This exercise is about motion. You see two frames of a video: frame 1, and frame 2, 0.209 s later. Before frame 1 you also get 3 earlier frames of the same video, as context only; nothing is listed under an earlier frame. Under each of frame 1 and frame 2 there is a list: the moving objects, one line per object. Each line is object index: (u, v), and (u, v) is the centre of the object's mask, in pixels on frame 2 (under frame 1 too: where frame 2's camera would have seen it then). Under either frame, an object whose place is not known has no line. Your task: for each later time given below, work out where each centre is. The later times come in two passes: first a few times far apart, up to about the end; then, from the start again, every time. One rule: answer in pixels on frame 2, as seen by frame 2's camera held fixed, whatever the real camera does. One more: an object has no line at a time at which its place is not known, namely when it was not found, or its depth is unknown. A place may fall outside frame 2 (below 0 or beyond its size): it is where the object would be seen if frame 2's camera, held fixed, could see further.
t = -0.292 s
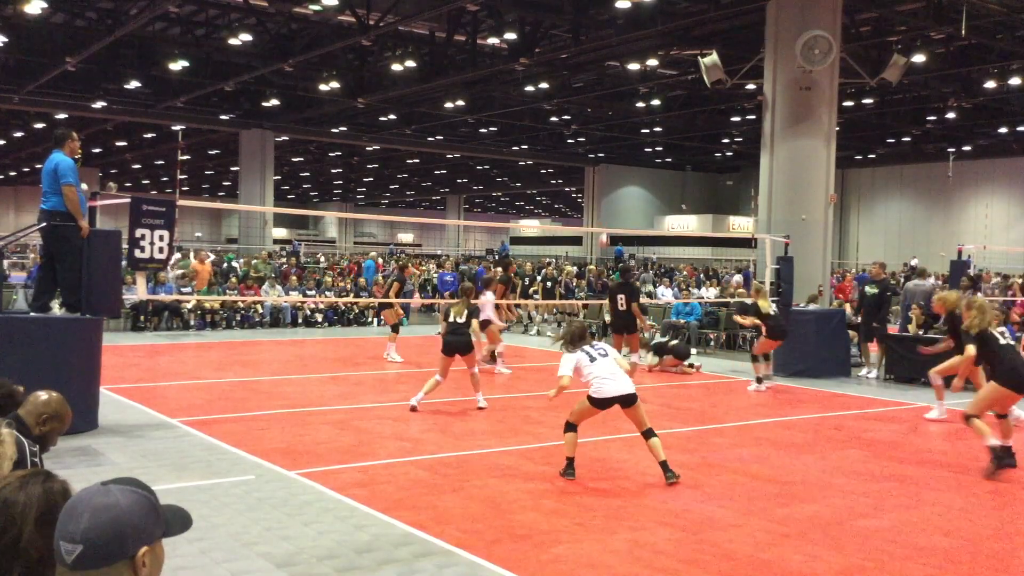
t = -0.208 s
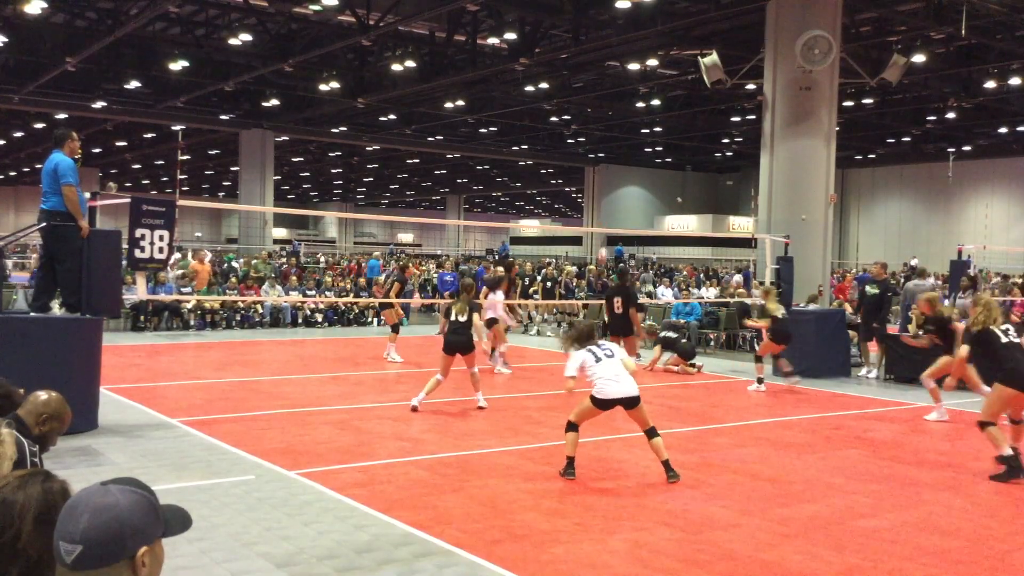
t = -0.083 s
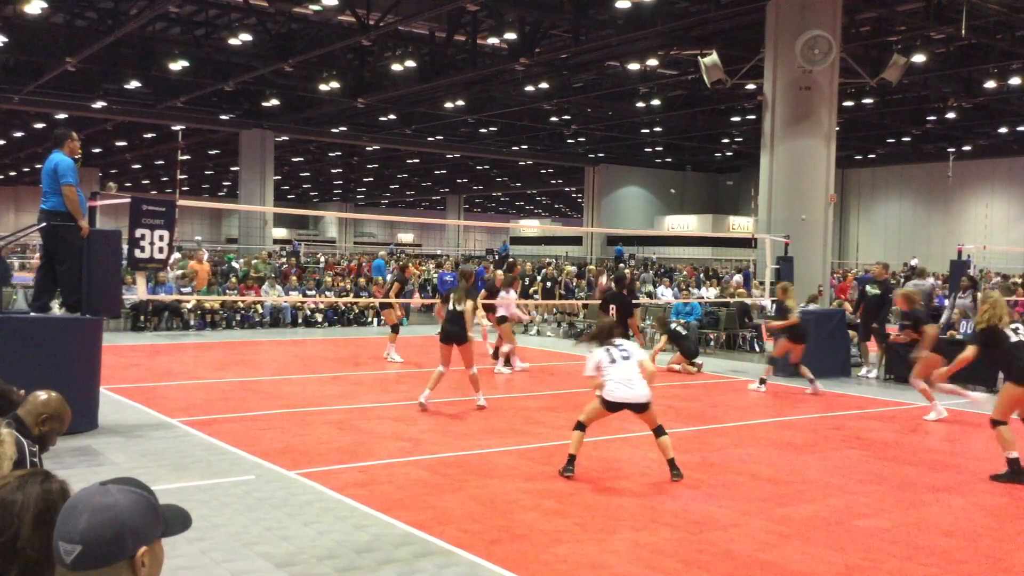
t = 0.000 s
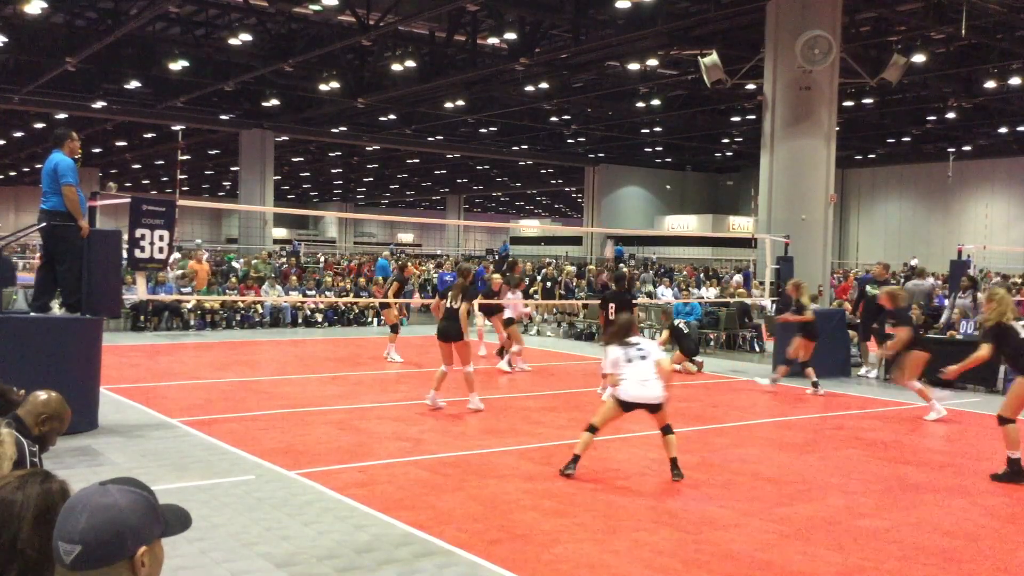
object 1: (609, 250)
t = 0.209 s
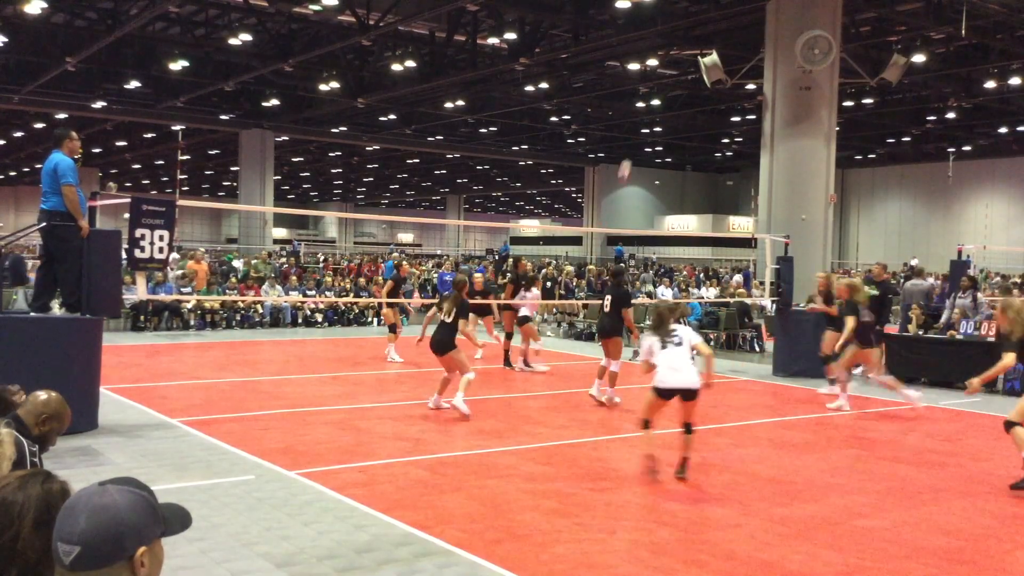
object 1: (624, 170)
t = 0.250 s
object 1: (629, 157)
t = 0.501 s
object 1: (652, 87)
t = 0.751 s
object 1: (681, 49)
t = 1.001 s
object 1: (719, 63)
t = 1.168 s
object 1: (750, 118)
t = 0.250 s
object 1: (629, 157)
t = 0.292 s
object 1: (632, 144)
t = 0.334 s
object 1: (636, 131)
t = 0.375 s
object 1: (640, 119)
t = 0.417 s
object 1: (643, 108)
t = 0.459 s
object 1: (647, 95)
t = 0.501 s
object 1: (652, 87)
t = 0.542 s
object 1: (656, 78)
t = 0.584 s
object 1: (661, 70)
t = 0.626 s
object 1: (666, 64)
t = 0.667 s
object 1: (671, 57)
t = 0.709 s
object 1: (676, 53)
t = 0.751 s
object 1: (681, 49)
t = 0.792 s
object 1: (687, 47)
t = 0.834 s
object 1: (693, 47)
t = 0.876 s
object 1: (700, 48)
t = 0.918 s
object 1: (705, 50)
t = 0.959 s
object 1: (712, 56)
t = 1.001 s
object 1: (719, 63)
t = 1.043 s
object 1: (727, 74)
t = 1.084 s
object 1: (734, 86)
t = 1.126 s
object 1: (742, 99)
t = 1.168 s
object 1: (750, 118)
